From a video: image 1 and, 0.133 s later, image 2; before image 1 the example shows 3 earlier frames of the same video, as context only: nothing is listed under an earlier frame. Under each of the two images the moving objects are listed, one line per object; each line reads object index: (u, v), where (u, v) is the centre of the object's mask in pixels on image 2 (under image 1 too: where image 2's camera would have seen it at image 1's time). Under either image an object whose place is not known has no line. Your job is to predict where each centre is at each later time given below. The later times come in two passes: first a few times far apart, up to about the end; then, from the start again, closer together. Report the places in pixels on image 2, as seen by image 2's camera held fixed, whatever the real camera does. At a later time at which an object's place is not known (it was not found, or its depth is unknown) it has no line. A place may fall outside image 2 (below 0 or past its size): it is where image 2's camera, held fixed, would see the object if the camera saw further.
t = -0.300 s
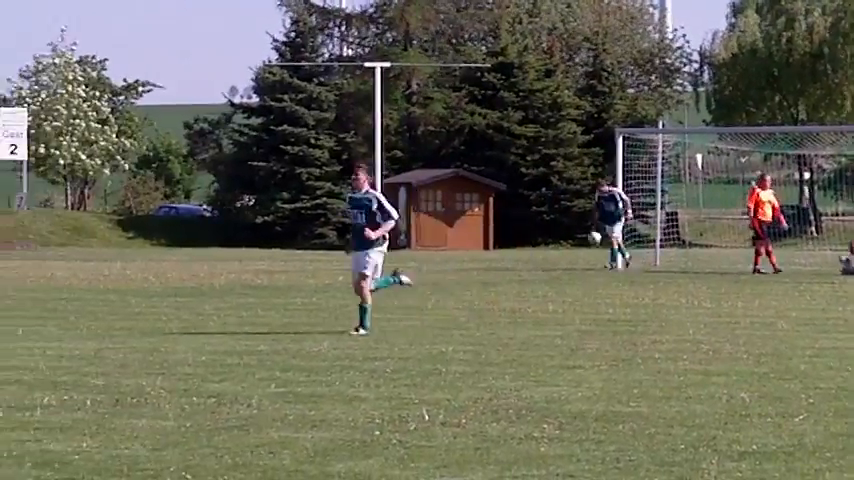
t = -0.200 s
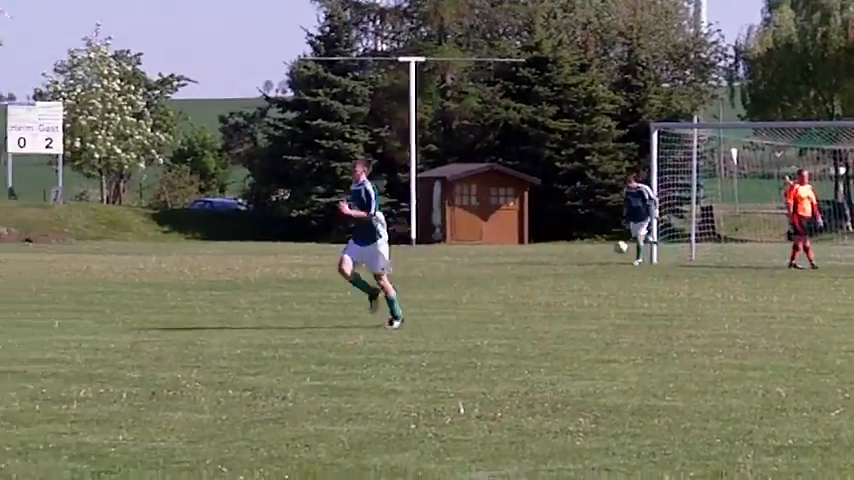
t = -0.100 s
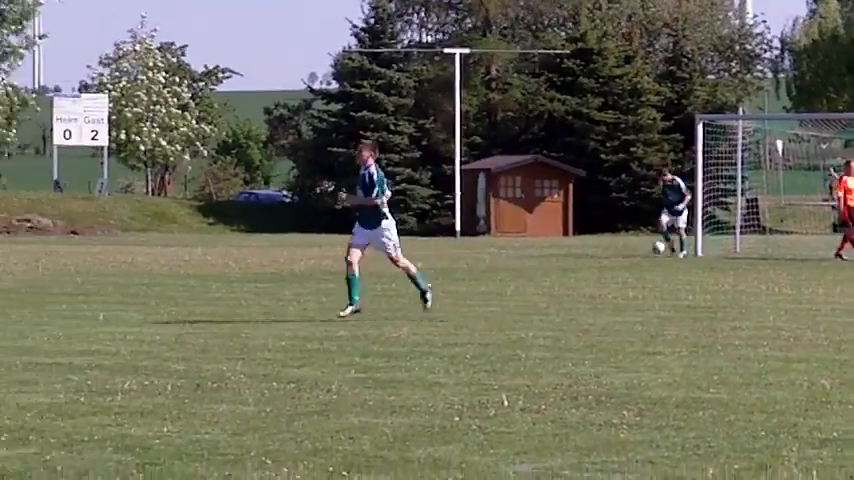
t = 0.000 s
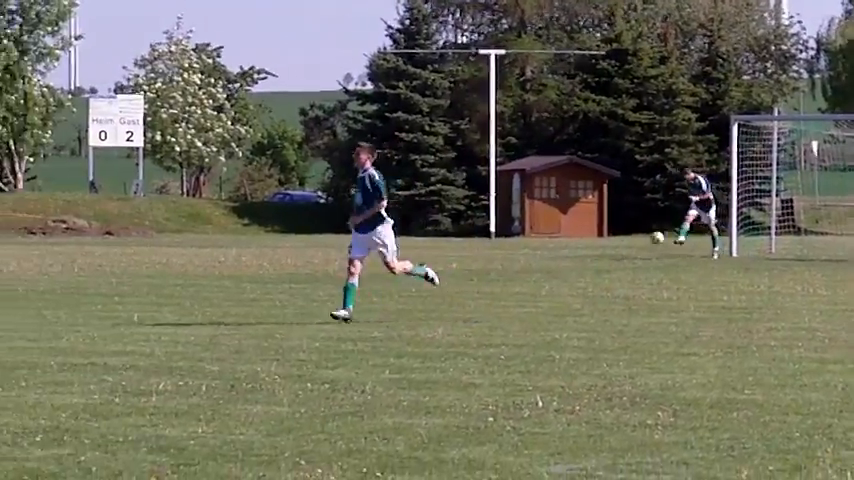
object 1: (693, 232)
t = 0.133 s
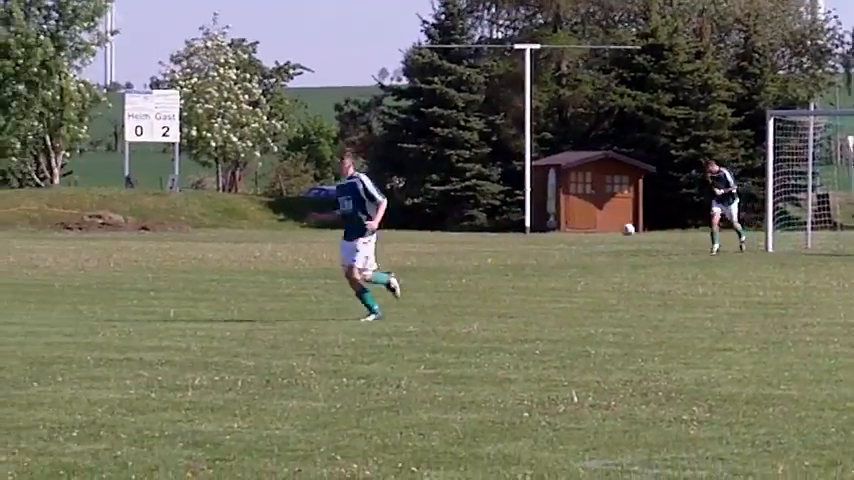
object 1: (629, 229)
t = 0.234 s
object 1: (577, 234)
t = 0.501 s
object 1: (447, 245)
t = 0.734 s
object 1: (357, 227)
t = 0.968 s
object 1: (264, 247)
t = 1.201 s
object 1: (173, 252)
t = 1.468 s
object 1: (71, 254)
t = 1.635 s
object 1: (6, 269)
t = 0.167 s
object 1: (612, 230)
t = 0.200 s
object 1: (595, 232)
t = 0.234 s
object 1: (577, 234)
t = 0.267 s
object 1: (560, 236)
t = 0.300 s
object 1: (542, 240)
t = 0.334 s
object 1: (524, 246)
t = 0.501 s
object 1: (447, 245)
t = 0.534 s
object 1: (435, 240)
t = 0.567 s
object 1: (422, 236)
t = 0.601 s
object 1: (408, 232)
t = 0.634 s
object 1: (396, 230)
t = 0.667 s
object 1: (384, 227)
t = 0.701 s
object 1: (370, 226)
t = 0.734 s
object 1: (357, 227)
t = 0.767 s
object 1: (344, 226)
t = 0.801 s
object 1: (330, 228)
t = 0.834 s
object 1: (319, 231)
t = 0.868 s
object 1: (305, 233)
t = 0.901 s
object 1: (291, 237)
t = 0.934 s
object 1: (278, 242)
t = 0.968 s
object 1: (264, 247)
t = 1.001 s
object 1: (250, 253)
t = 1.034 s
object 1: (236, 261)
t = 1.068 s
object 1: (223, 269)
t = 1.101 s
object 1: (210, 265)
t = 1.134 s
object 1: (198, 260)
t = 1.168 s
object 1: (186, 256)
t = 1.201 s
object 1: (173, 252)
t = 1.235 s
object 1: (161, 250)
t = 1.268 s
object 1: (149, 248)
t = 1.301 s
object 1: (136, 248)
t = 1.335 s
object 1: (123, 247)
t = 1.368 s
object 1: (110, 247)
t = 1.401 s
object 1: (98, 249)
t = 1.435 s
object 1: (84, 250)
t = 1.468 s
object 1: (71, 254)
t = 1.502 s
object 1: (58, 258)
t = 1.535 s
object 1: (45, 264)
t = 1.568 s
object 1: (32, 269)
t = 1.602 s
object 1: (18, 272)
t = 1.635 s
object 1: (6, 269)
